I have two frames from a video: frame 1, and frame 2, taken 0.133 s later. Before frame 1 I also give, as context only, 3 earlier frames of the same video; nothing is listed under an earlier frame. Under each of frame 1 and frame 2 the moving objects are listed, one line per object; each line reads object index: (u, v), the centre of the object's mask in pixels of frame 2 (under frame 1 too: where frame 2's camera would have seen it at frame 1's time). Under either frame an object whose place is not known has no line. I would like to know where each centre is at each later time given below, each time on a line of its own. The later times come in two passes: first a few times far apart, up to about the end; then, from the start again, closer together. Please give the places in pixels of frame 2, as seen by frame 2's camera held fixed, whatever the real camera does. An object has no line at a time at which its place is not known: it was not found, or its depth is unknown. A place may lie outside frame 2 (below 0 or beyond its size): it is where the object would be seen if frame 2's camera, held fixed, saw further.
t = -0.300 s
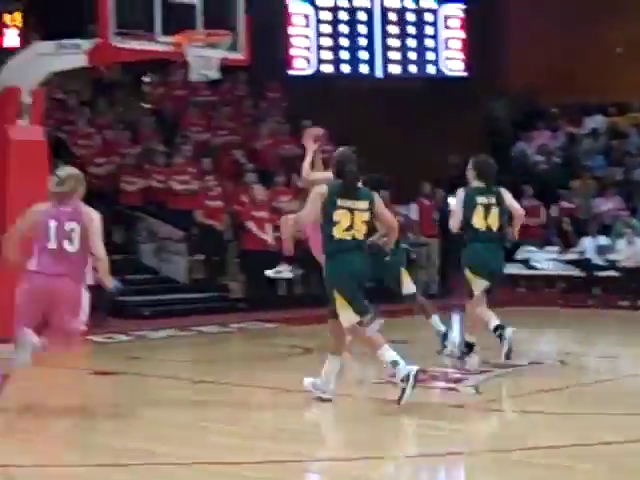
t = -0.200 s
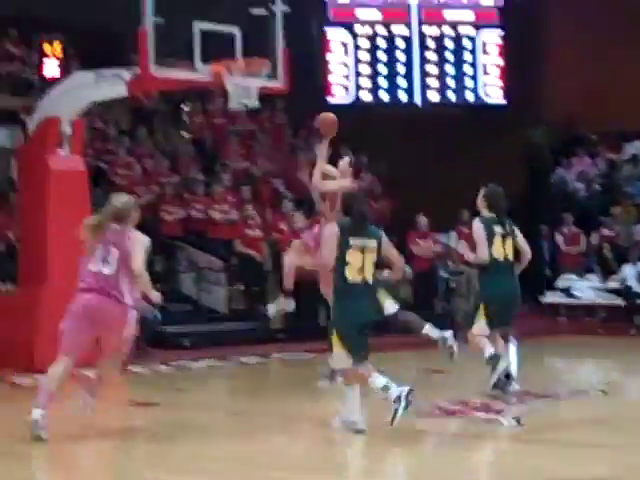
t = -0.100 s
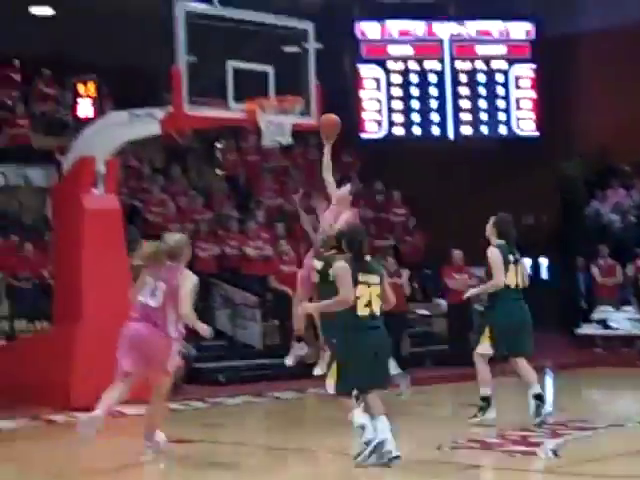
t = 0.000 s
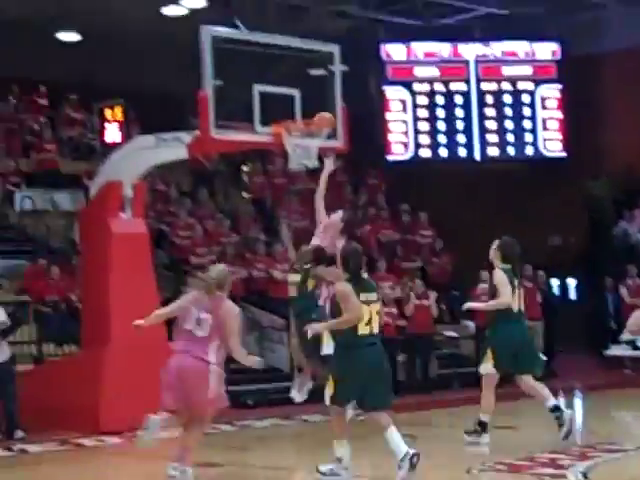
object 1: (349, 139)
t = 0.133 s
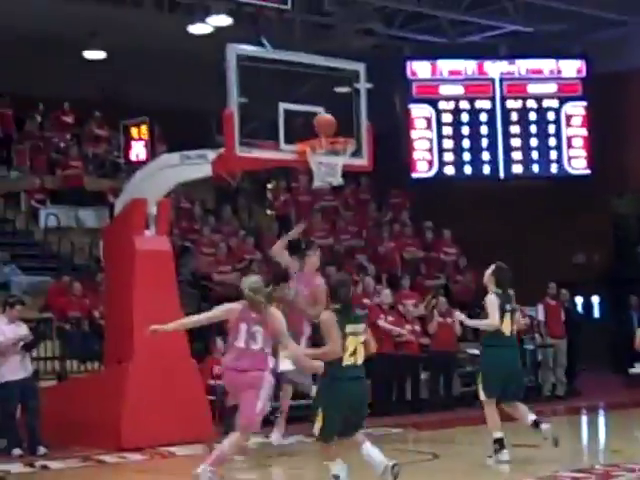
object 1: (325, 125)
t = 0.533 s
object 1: (338, 130)
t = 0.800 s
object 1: (318, 131)
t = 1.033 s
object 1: (344, 159)
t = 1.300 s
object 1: (340, 199)
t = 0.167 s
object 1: (326, 123)
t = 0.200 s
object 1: (327, 122)
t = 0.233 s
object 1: (327, 122)
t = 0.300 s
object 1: (329, 126)
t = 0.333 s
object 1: (330, 128)
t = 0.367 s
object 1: (331, 127)
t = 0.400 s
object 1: (332, 127)
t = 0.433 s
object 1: (334, 126)
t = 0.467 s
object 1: (336, 127)
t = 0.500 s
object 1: (337, 128)
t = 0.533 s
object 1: (338, 130)
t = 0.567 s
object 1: (337, 129)
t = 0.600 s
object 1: (336, 128)
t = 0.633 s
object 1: (333, 127)
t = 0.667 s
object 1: (329, 126)
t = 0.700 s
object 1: (327, 126)
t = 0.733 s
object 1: (324, 128)
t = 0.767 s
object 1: (321, 129)
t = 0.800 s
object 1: (318, 131)
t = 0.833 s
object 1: (317, 133)
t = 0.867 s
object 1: (322, 134)
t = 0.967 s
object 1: (336, 150)
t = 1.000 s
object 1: (341, 157)
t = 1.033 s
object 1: (344, 159)
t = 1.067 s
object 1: (349, 167)
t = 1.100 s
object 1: (347, 167)
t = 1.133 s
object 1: (347, 173)
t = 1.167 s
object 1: (345, 180)
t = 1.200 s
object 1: (344, 183)
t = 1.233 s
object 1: (343, 186)
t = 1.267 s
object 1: (341, 193)
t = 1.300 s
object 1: (340, 199)
